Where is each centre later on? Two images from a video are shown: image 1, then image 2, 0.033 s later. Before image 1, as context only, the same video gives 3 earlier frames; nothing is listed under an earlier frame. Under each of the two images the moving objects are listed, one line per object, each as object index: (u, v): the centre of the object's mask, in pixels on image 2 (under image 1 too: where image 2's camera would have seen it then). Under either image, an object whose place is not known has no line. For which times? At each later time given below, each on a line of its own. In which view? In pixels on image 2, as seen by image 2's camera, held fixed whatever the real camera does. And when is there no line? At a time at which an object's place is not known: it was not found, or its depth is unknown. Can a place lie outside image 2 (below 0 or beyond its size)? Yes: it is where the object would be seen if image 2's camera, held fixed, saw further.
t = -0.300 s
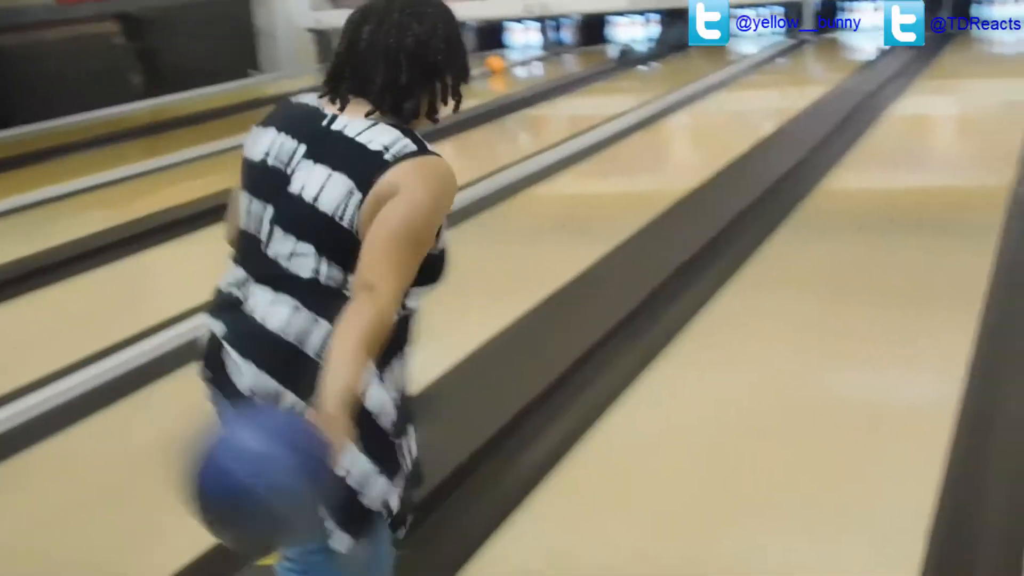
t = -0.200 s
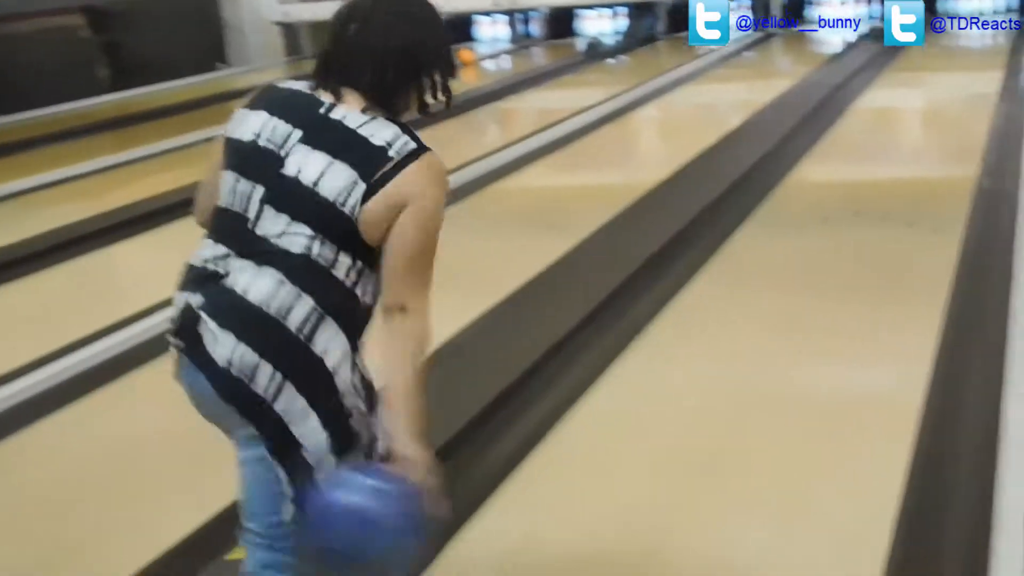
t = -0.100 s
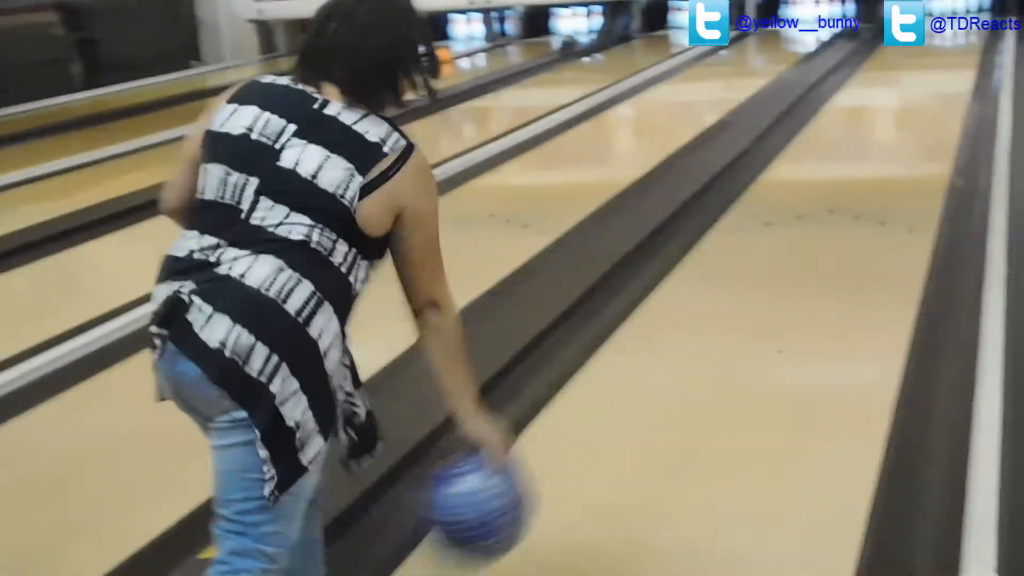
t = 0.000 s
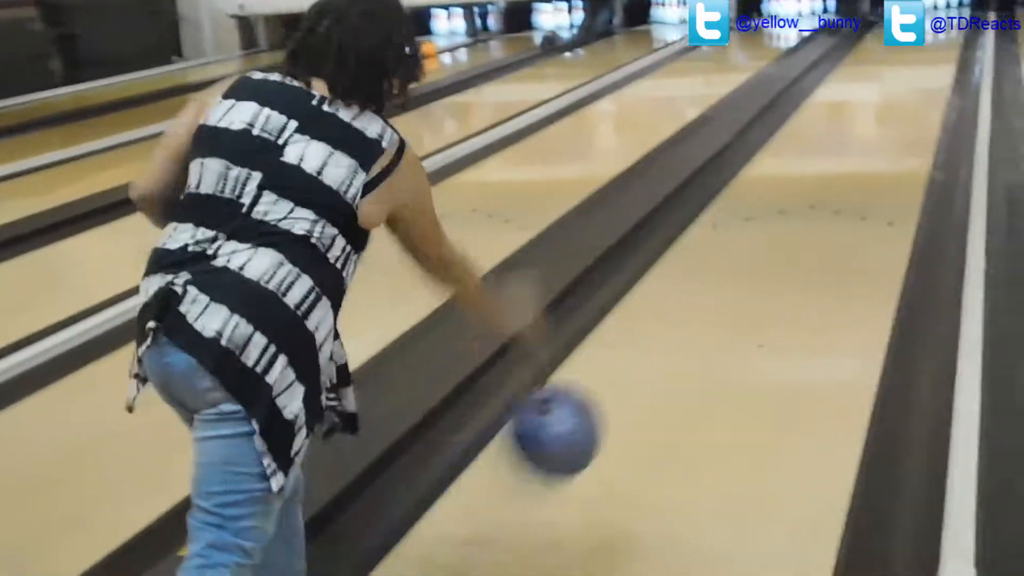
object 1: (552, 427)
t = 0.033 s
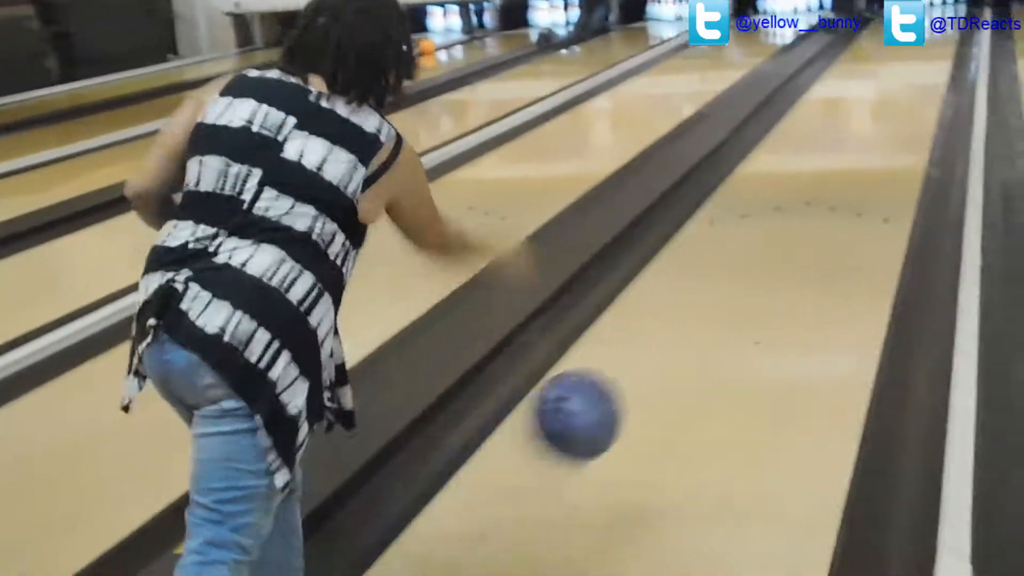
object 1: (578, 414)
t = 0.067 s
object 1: (602, 406)
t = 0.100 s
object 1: (625, 405)
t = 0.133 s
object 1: (642, 408)
